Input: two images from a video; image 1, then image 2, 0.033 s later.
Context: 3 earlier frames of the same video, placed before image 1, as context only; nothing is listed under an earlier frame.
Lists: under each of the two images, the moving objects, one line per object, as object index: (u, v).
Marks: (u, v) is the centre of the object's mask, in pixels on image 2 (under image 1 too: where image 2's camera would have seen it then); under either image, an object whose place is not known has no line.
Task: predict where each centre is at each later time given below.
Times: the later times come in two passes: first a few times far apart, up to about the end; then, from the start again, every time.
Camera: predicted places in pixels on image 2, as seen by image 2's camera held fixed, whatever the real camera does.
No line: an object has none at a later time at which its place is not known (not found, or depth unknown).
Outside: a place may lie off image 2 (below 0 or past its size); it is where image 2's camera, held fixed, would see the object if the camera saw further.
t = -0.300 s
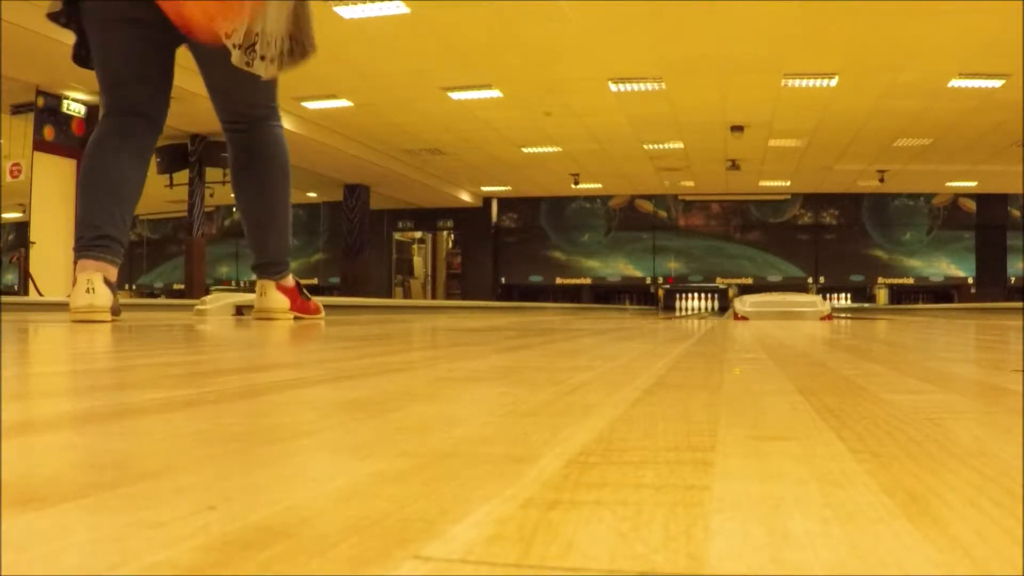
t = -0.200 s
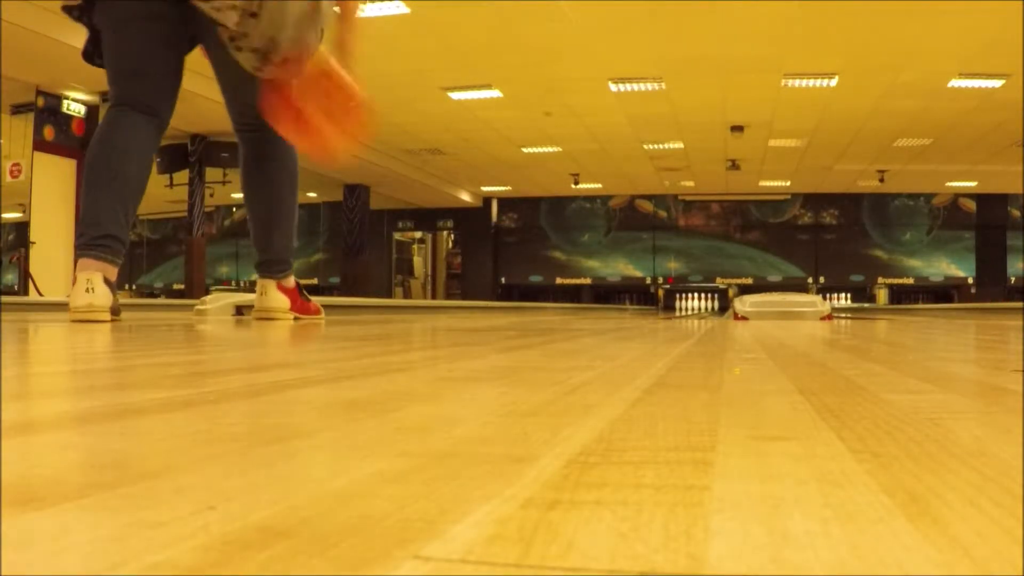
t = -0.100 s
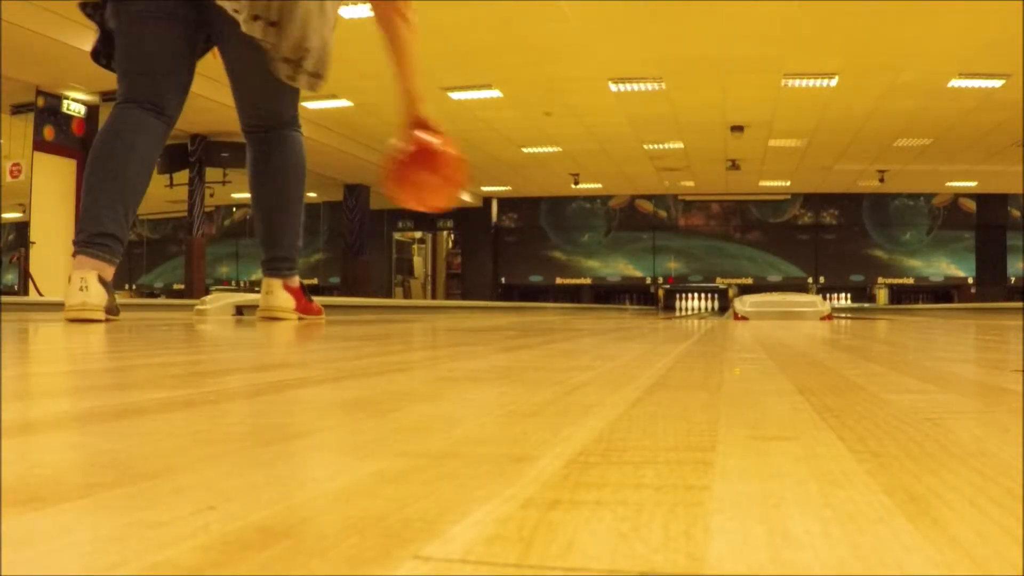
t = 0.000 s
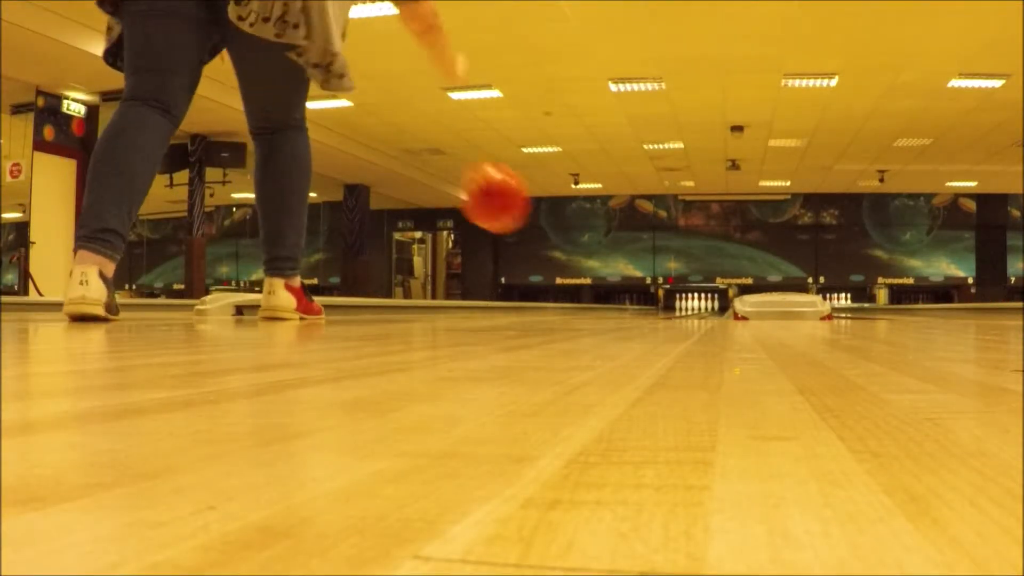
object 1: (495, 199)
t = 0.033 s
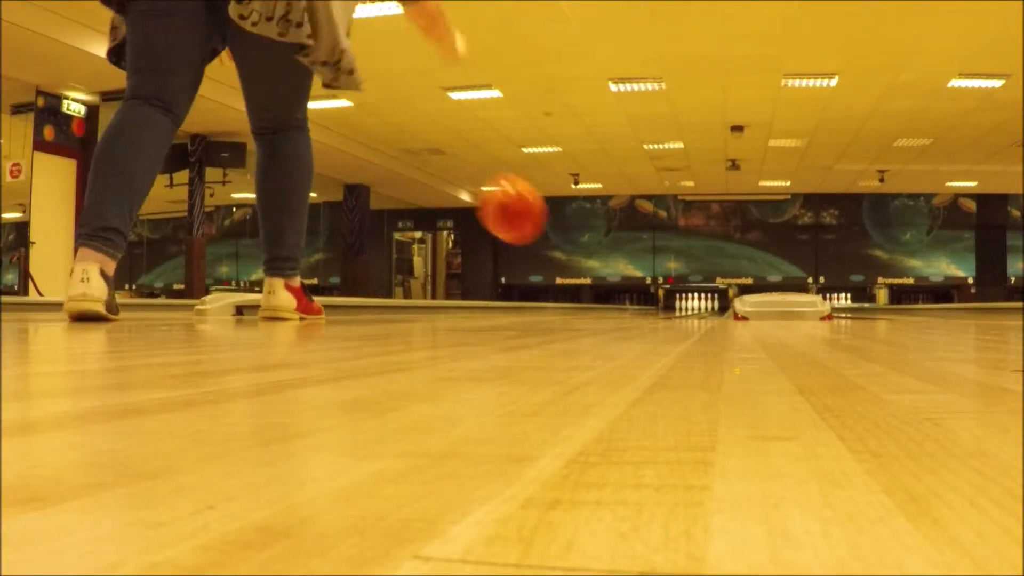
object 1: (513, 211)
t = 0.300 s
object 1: (604, 285)
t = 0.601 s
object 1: (656, 296)
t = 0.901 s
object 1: (685, 299)
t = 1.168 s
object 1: (702, 301)
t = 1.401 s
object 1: (716, 304)
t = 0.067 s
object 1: (528, 224)
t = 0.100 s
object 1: (542, 239)
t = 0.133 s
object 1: (554, 255)
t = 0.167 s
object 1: (566, 273)
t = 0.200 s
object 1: (577, 288)
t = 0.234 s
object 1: (587, 286)
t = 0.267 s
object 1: (595, 285)
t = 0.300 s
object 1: (604, 285)
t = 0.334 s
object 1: (611, 287)
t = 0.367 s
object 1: (618, 291)
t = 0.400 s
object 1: (625, 294)
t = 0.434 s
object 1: (631, 294)
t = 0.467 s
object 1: (636, 295)
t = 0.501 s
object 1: (642, 296)
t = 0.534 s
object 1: (647, 295)
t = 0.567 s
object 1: (651, 296)
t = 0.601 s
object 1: (656, 296)
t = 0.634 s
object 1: (660, 297)
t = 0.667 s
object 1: (663, 297)
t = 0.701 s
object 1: (667, 297)
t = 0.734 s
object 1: (670, 297)
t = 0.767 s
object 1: (673, 298)
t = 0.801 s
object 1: (676, 298)
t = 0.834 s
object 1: (680, 298)
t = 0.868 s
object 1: (682, 299)
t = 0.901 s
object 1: (685, 299)
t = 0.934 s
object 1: (688, 299)
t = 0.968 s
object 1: (690, 299)
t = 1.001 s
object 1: (692, 300)
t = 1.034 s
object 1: (694, 300)
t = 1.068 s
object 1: (696, 300)
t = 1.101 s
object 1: (699, 300)
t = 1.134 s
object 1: (701, 301)
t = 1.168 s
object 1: (702, 301)
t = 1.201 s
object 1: (704, 301)
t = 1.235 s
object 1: (707, 301)
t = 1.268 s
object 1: (708, 301)
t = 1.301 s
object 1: (710, 301)
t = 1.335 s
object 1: (711, 301)
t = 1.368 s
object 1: (714, 303)
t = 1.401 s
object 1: (716, 304)
